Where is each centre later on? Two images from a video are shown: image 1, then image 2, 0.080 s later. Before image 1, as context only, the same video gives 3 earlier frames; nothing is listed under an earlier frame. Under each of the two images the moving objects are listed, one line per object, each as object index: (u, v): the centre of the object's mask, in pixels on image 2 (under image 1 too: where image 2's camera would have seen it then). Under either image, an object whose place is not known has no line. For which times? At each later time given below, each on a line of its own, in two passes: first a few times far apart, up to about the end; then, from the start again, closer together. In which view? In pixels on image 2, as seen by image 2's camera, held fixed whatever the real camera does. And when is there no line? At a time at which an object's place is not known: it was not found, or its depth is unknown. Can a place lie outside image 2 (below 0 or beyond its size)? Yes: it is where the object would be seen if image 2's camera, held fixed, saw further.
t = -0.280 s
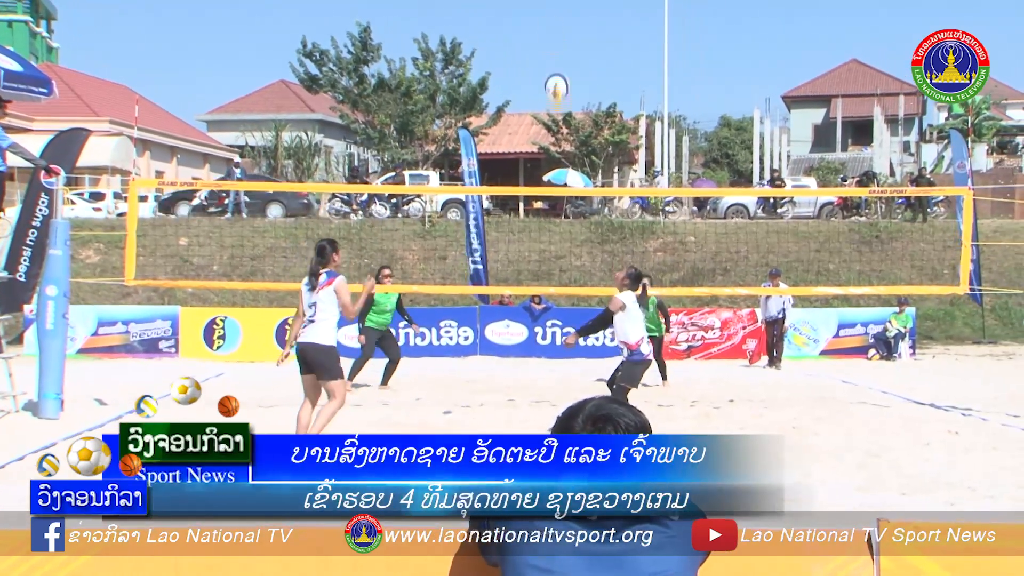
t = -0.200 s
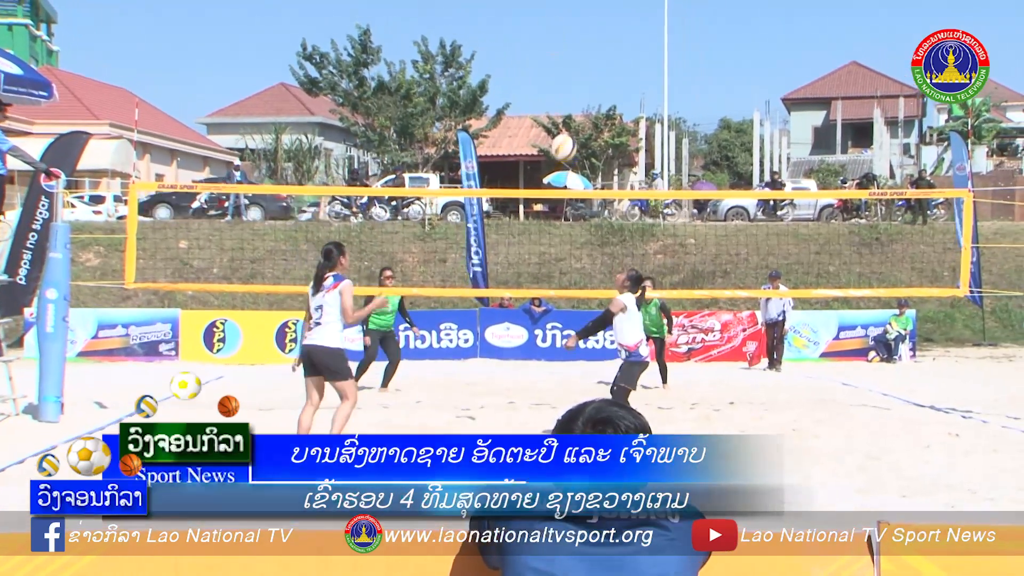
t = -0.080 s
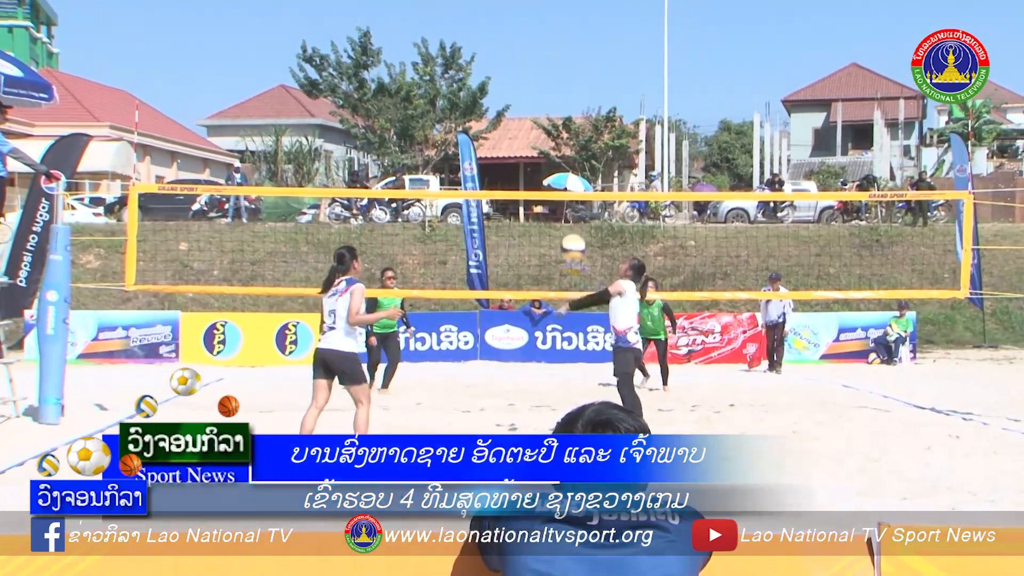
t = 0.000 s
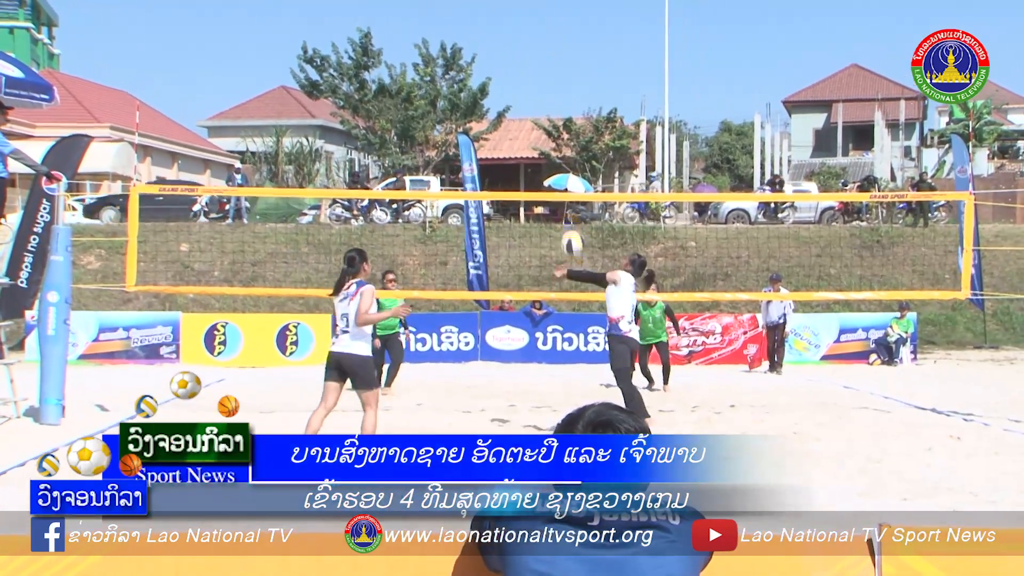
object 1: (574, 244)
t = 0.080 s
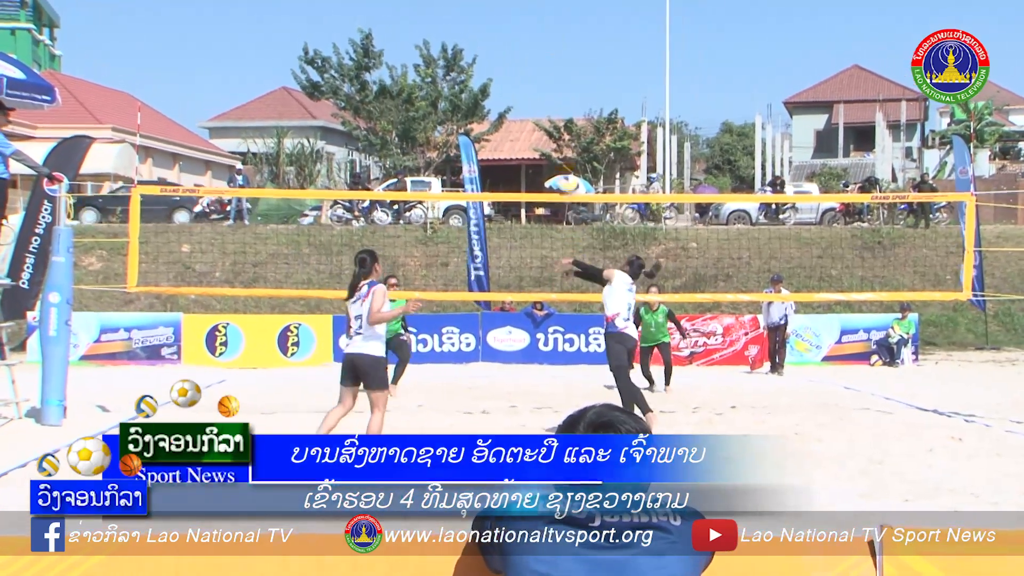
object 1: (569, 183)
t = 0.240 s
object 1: (557, 103)
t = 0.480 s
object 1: (543, 43)
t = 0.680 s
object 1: (533, 40)
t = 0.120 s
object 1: (565, 162)
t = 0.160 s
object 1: (564, 136)
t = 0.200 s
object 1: (560, 120)
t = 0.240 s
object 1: (557, 103)
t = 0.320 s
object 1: (552, 75)
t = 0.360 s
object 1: (550, 64)
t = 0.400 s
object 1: (547, 55)
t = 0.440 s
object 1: (545, 48)
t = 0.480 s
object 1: (543, 43)
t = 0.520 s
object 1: (541, 39)
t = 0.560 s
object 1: (539, 37)
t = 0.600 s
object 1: (537, 36)
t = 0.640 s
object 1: (535, 38)
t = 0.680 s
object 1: (533, 40)
